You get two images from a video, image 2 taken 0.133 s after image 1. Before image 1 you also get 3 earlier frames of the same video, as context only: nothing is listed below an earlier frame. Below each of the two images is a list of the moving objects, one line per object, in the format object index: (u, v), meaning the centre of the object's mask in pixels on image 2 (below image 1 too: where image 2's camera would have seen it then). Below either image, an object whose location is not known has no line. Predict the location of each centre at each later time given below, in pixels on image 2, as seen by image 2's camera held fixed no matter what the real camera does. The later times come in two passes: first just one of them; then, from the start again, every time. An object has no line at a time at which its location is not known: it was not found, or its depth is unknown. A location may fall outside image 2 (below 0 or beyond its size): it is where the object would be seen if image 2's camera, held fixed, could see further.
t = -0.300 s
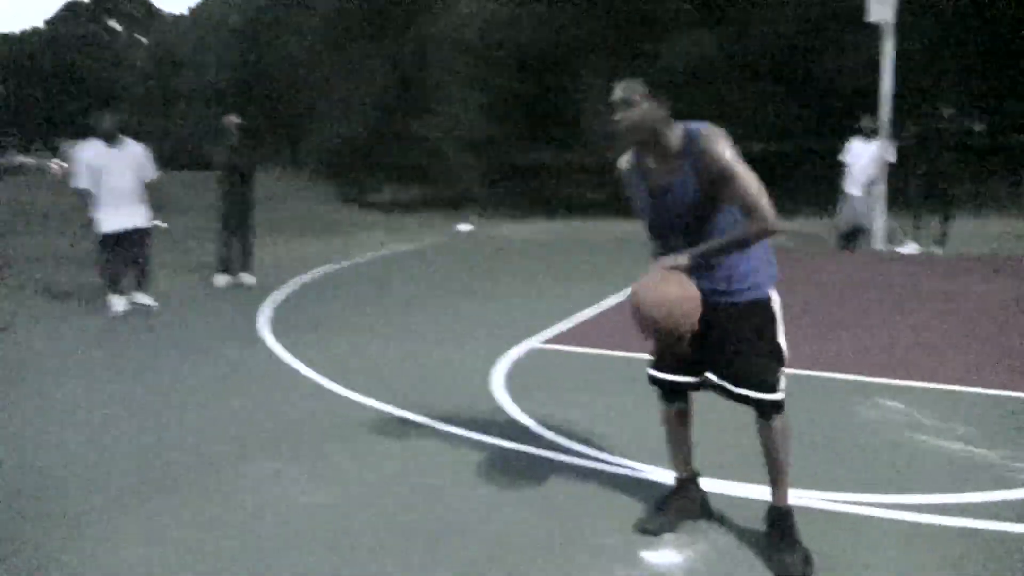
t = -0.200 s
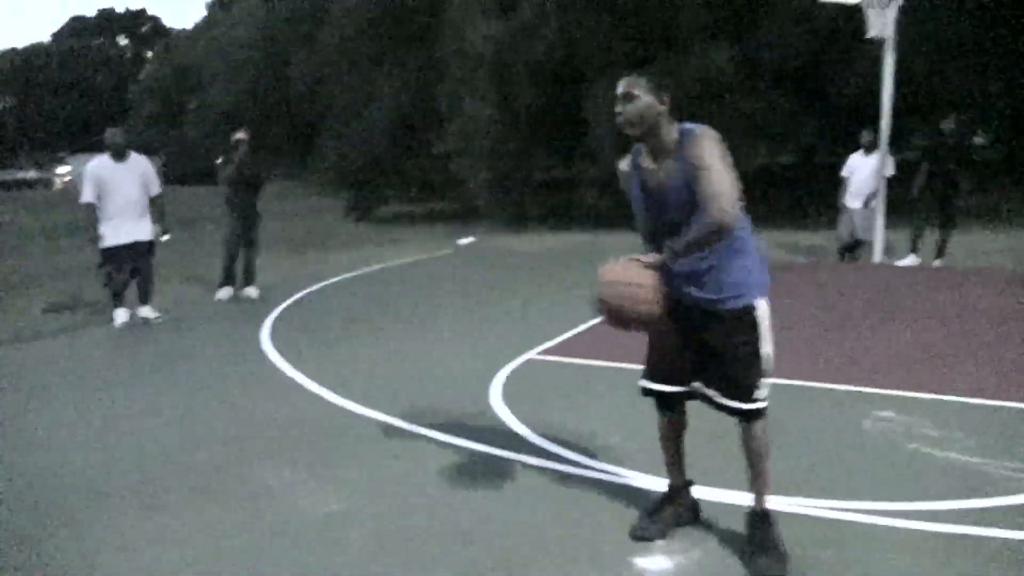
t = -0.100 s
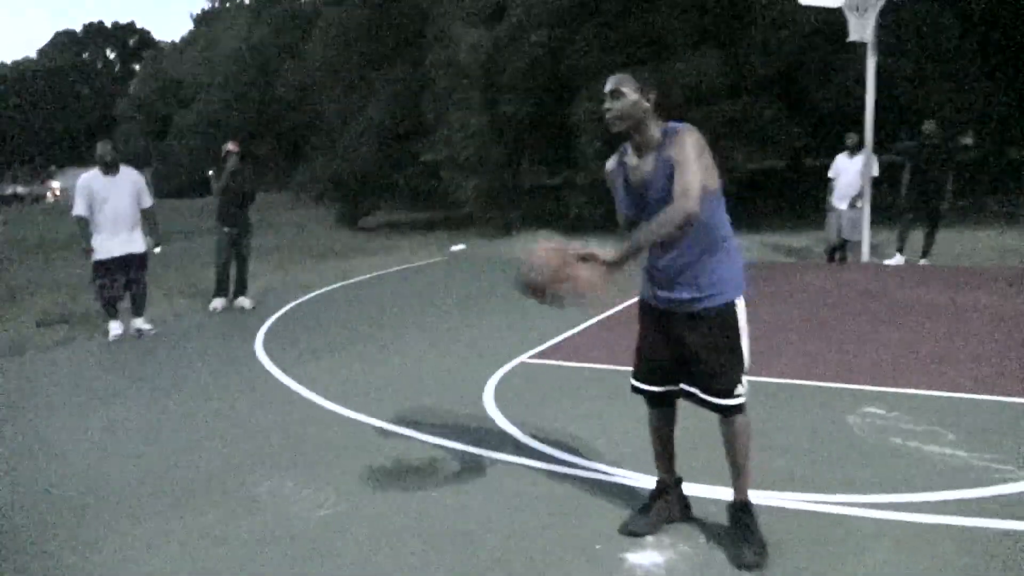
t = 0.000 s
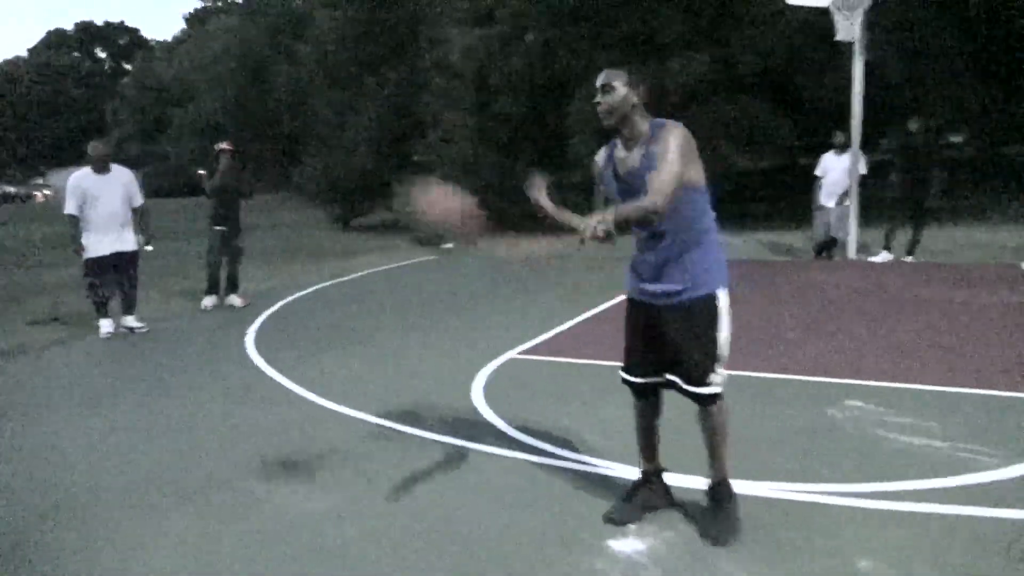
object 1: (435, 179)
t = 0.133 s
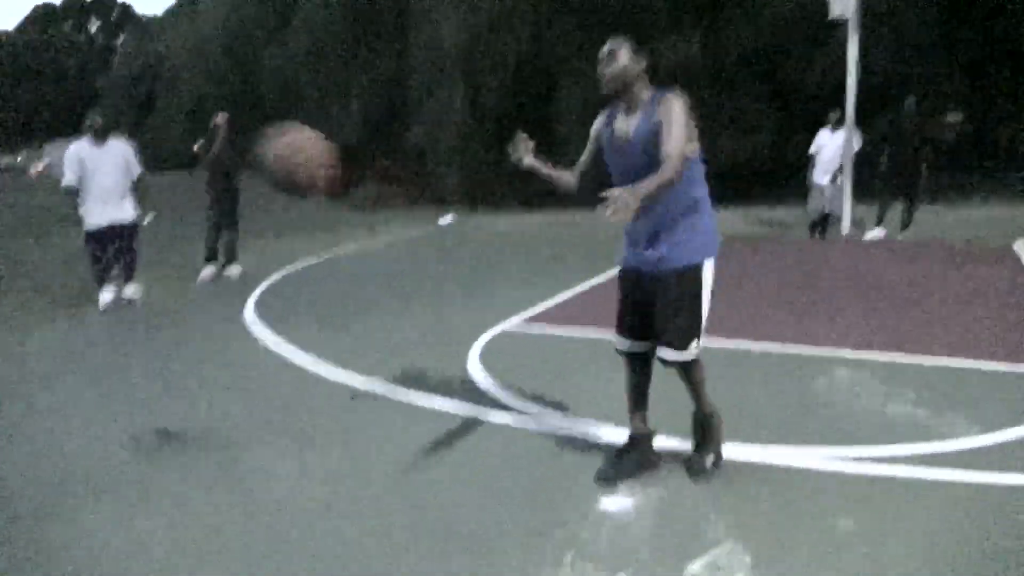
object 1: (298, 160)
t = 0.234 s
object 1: (194, 174)
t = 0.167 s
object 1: (264, 160)
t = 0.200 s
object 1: (228, 166)
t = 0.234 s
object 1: (194, 174)
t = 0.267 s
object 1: (167, 187)
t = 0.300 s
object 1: (137, 201)
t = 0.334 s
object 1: (94, 217)
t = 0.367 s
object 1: (62, 239)
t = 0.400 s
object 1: (39, 263)
